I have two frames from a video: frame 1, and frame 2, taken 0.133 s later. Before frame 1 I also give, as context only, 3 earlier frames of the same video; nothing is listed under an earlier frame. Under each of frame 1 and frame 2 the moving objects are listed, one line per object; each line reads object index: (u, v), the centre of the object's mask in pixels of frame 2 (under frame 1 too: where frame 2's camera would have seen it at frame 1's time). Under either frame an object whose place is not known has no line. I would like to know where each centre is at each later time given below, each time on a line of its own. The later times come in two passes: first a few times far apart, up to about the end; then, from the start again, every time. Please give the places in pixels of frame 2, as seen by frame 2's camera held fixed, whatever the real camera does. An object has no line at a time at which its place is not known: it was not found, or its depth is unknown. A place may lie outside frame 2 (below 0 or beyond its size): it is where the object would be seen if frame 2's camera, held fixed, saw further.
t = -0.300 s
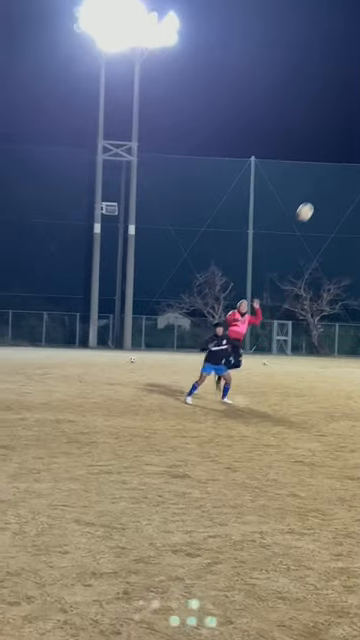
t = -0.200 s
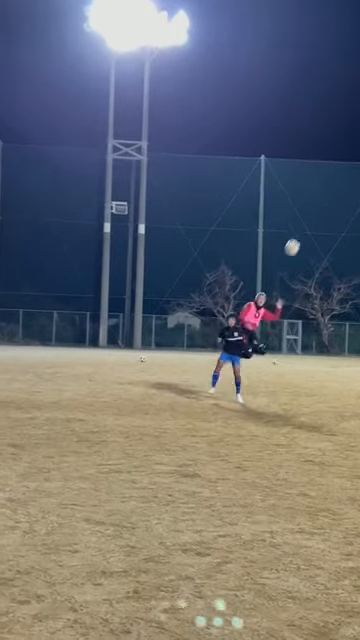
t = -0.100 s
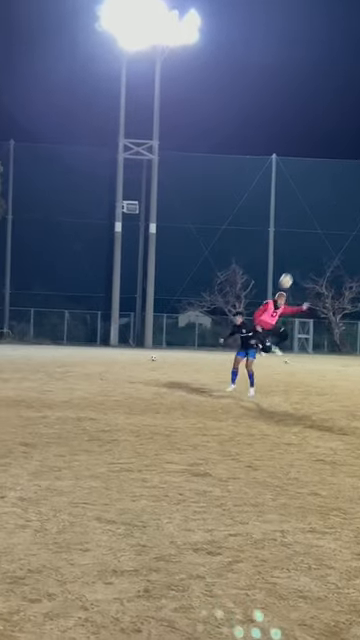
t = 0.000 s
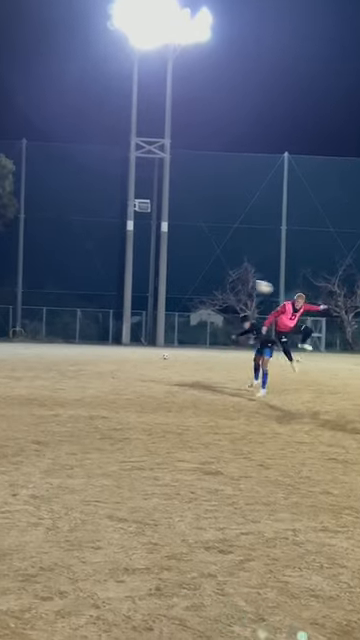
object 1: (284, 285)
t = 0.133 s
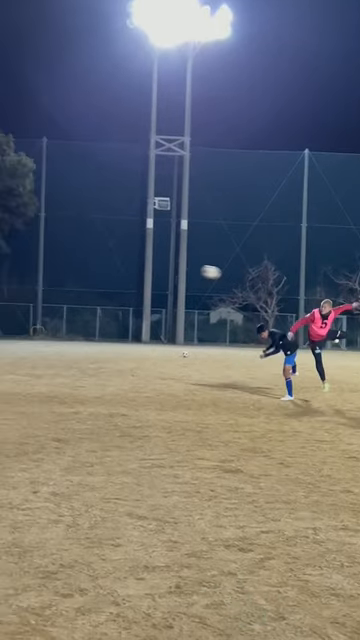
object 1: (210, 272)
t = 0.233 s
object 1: (154, 269)
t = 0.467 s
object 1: (20, 288)
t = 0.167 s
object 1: (193, 270)
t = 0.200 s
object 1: (172, 270)
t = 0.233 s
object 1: (154, 269)
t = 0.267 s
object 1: (134, 270)
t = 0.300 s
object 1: (115, 271)
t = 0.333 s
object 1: (96, 273)
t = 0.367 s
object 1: (77, 276)
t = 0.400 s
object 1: (58, 279)
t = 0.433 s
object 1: (38, 283)
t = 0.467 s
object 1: (20, 288)
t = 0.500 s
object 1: (0, 294)
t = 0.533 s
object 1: (-20, 300)
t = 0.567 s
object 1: (-41, 307)
